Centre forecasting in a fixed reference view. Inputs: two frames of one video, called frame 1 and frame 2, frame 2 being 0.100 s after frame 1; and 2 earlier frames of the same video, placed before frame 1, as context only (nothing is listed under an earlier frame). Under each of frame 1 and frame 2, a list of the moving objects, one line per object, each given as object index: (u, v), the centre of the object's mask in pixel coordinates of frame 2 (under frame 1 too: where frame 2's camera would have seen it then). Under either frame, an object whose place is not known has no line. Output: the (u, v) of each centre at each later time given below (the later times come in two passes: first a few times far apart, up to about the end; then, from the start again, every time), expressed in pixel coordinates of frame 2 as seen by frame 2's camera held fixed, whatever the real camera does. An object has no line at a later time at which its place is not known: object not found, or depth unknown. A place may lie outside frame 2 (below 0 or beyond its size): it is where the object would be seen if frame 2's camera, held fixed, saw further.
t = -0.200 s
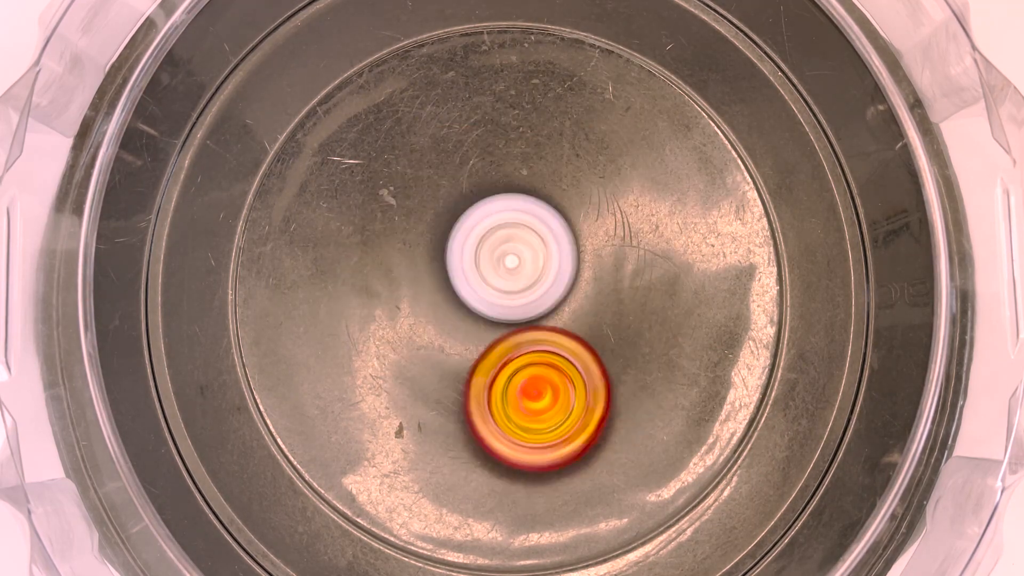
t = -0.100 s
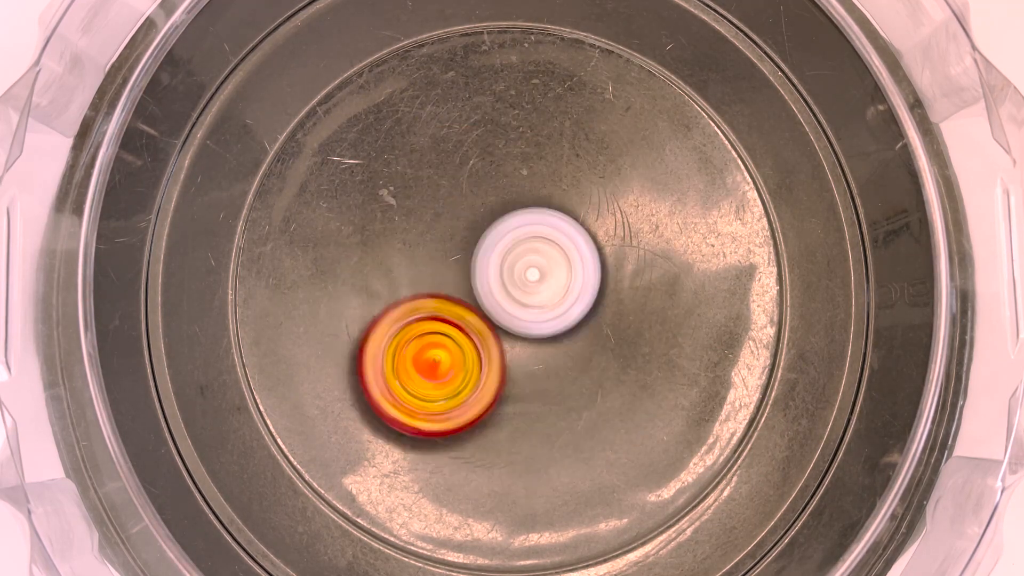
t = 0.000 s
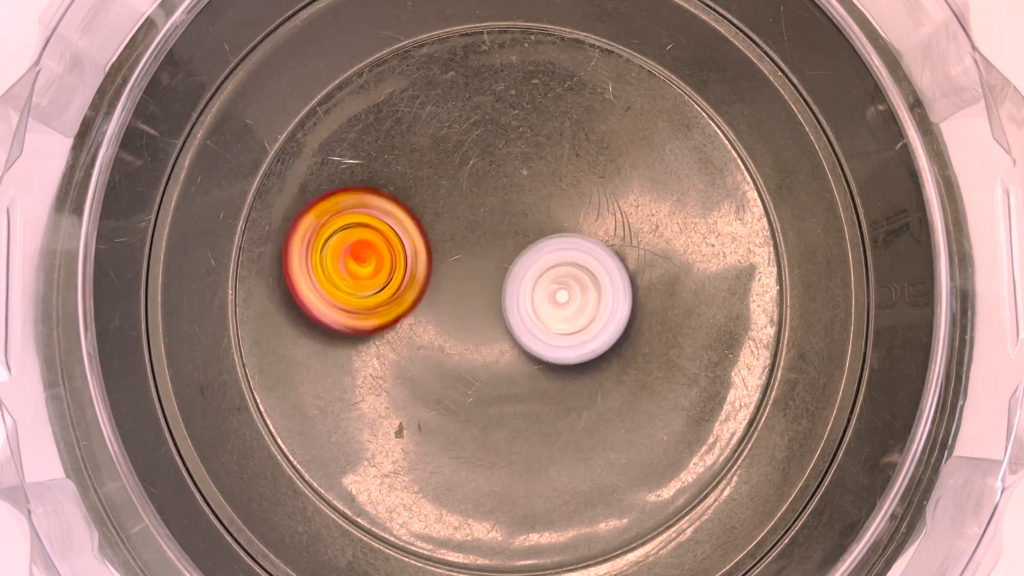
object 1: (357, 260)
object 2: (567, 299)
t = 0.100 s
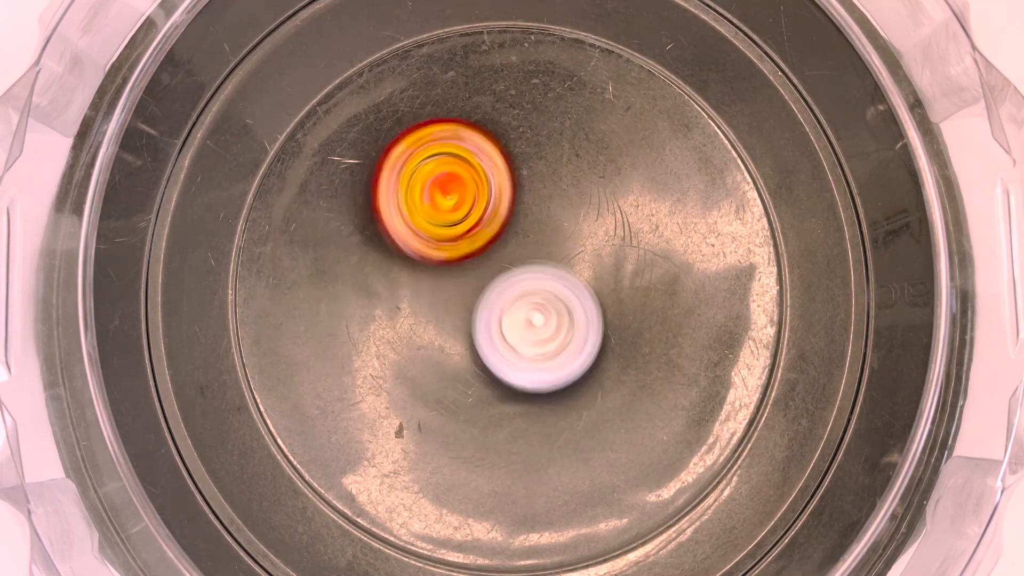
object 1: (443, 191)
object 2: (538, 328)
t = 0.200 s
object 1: (571, 185)
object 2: (515, 314)
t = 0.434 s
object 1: (495, 400)
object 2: (524, 252)
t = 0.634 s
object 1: (454, 184)
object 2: (514, 316)
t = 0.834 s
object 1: (631, 255)
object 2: (481, 293)
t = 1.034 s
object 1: (614, 324)
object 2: (485, 279)
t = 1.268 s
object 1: (551, 390)
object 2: (500, 264)
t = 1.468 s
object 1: (473, 400)
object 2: (525, 266)
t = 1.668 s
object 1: (418, 351)
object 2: (545, 280)
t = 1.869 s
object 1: (409, 268)
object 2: (555, 297)
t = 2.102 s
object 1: (455, 200)
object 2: (540, 314)
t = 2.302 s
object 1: (536, 186)
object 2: (500, 341)
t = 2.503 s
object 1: (604, 226)
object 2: (464, 341)
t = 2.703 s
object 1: (615, 298)
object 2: (459, 322)
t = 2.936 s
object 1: (598, 400)
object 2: (411, 231)
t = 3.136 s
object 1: (534, 413)
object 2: (431, 173)
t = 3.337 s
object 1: (463, 347)
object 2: (498, 179)
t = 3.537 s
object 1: (413, 250)
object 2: (575, 219)
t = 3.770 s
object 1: (414, 207)
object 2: (624, 294)
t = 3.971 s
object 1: (489, 233)
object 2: (605, 356)
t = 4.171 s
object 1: (616, 217)
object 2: (533, 412)
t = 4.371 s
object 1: (609, 192)
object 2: (441, 401)
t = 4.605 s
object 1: (536, 234)
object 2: (386, 306)
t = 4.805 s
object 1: (610, 350)
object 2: (315, 213)
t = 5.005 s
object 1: (570, 295)
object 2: (327, 153)
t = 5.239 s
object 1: (514, 316)
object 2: (449, 178)
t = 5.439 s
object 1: (511, 327)
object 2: (600, 231)
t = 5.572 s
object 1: (516, 323)
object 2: (661, 290)
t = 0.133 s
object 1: (478, 169)
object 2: (534, 337)
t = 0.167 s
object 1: (527, 167)
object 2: (524, 328)
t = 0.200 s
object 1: (571, 185)
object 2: (515, 314)
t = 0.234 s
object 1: (614, 210)
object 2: (507, 299)
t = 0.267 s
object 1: (634, 247)
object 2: (504, 283)
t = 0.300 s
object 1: (646, 293)
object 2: (498, 268)
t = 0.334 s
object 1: (638, 334)
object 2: (502, 259)
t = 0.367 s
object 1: (602, 359)
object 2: (510, 255)
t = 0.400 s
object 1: (551, 390)
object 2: (516, 248)
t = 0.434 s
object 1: (495, 400)
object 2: (524, 252)
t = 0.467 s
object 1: (443, 388)
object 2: (530, 259)
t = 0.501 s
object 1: (410, 359)
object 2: (534, 270)
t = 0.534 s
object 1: (396, 301)
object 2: (533, 285)
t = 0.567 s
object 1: (398, 252)
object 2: (532, 300)
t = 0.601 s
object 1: (414, 208)
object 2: (526, 312)
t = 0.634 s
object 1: (454, 184)
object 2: (514, 316)
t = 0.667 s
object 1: (510, 181)
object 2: (501, 317)
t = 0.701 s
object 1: (565, 186)
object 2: (490, 313)
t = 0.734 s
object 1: (608, 214)
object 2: (483, 304)
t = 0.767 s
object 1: (622, 233)
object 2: (481, 299)
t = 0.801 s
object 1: (625, 243)
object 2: (481, 296)
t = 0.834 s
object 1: (631, 255)
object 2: (481, 293)
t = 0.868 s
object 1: (631, 266)
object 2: (481, 291)
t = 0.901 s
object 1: (632, 280)
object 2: (481, 288)
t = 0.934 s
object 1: (629, 291)
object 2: (482, 286)
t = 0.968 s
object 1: (626, 304)
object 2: (483, 283)
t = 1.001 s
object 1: (620, 313)
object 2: (484, 281)
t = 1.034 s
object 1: (614, 324)
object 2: (485, 279)
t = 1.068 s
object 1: (608, 337)
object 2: (485, 275)
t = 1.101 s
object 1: (602, 350)
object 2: (486, 272)
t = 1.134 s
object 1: (594, 358)
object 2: (489, 270)
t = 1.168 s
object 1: (585, 369)
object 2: (491, 269)
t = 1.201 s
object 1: (574, 375)
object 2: (494, 267)
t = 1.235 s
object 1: (563, 386)
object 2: (496, 266)
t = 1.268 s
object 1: (551, 390)
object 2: (500, 264)
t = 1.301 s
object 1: (538, 398)
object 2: (505, 263)
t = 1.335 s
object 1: (525, 401)
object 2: (509, 262)
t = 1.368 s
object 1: (512, 404)
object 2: (512, 262)
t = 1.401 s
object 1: (498, 403)
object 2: (516, 263)
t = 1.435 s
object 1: (485, 404)
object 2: (520, 265)
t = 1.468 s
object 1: (473, 400)
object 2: (525, 266)
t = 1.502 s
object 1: (461, 398)
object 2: (529, 268)
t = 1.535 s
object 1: (449, 390)
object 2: (534, 270)
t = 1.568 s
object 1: (440, 384)
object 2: (537, 273)
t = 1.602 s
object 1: (431, 373)
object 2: (540, 276)
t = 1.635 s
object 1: (425, 364)
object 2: (543, 278)
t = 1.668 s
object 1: (418, 351)
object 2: (545, 280)
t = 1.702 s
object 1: (415, 341)
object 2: (546, 282)
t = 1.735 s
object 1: (411, 327)
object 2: (547, 285)
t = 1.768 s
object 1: (412, 315)
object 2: (547, 287)
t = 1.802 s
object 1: (410, 300)
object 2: (547, 290)
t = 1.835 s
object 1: (414, 286)
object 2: (549, 293)
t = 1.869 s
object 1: (409, 268)
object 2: (555, 297)
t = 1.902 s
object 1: (412, 254)
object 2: (556, 301)
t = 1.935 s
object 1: (414, 243)
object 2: (555, 303)
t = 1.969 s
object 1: (420, 231)
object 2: (552, 304)
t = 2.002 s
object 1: (426, 223)
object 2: (550, 307)
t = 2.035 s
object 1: (435, 213)
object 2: (547, 309)
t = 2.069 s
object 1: (444, 207)
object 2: (544, 311)
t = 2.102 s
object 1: (455, 200)
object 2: (540, 314)
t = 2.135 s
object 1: (467, 197)
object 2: (536, 317)
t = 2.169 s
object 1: (480, 192)
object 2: (532, 320)
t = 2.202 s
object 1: (495, 191)
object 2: (526, 322)
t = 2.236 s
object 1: (509, 185)
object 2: (517, 331)
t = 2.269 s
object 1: (525, 185)
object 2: (508, 337)
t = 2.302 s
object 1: (536, 186)
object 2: (500, 341)
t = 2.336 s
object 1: (551, 189)
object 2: (491, 344)
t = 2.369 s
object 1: (562, 194)
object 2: (483, 346)
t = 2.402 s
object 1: (575, 199)
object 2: (477, 346)
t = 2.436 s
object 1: (586, 209)
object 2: (471, 345)
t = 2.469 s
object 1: (595, 215)
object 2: (467, 344)
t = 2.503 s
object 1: (604, 226)
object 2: (464, 341)
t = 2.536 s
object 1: (609, 236)
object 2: (461, 338)
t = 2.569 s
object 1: (615, 248)
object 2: (460, 335)
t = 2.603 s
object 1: (617, 261)
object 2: (459, 332)
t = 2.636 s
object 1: (619, 274)
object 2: (458, 329)
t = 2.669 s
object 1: (617, 288)
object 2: (459, 325)
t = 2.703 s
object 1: (615, 298)
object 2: (459, 322)
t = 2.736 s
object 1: (609, 312)
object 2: (460, 318)
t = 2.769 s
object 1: (601, 321)
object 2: (461, 313)
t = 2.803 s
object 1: (593, 334)
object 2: (462, 307)
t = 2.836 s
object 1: (599, 356)
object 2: (443, 287)
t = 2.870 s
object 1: (608, 377)
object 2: (426, 264)
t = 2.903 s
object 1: (606, 392)
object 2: (413, 246)
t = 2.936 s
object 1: (598, 400)
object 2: (411, 231)
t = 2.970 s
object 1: (592, 409)
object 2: (409, 218)
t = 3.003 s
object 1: (581, 415)
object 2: (411, 207)
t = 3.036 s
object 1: (571, 416)
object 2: (412, 197)
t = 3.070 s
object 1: (558, 419)
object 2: (418, 188)
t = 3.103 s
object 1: (544, 417)
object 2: (424, 181)
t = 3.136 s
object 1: (534, 413)
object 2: (431, 173)
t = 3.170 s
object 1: (518, 407)
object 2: (440, 172)
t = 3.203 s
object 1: (505, 398)
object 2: (450, 169)
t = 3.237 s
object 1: (494, 389)
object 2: (462, 170)
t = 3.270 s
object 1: (482, 377)
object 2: (471, 171)
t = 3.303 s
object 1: (473, 362)
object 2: (485, 176)
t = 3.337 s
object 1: (463, 347)
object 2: (498, 179)
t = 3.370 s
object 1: (453, 330)
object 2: (513, 184)
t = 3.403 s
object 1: (446, 312)
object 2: (525, 189)
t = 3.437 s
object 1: (436, 295)
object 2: (540, 195)
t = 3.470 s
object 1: (426, 276)
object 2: (552, 203)
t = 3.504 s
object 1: (420, 263)
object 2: (565, 209)
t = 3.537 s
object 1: (413, 250)
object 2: (575, 219)
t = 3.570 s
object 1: (407, 240)
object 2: (587, 228)
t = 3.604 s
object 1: (404, 234)
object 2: (596, 238)
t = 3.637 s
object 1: (401, 227)
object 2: (604, 247)
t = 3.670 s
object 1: (401, 220)
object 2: (610, 259)
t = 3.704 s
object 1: (405, 216)
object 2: (616, 270)
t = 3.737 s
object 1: (408, 212)
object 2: (621, 283)
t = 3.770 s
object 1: (414, 207)
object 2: (624, 294)
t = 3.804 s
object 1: (425, 206)
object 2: (625, 306)
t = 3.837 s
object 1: (433, 209)
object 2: (624, 317)
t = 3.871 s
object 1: (445, 211)
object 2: (623, 327)
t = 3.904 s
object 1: (458, 217)
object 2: (617, 338)
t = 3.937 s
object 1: (472, 226)
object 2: (611, 347)
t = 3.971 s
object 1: (489, 233)
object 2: (605, 356)
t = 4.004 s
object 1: (509, 243)
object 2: (593, 362)
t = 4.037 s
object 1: (533, 251)
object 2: (583, 372)
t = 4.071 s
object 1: (558, 246)
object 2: (571, 388)
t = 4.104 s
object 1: (582, 239)
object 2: (561, 397)
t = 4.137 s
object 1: (602, 228)
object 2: (548, 406)
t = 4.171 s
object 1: (616, 217)
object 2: (533, 412)
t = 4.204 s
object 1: (620, 206)
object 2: (520, 414)
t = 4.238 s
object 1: (621, 196)
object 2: (503, 416)
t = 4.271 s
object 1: (621, 191)
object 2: (486, 416)
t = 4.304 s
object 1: (621, 189)
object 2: (471, 412)
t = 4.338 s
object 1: (617, 190)
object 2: (456, 407)
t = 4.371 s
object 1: (609, 192)
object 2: (441, 401)
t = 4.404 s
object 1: (596, 192)
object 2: (428, 391)
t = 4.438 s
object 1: (586, 188)
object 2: (416, 380)
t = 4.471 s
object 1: (581, 189)
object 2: (404, 368)
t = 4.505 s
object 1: (575, 196)
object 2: (397, 352)
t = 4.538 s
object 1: (563, 205)
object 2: (391, 338)
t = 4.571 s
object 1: (551, 215)
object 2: (386, 323)
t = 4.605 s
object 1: (536, 234)
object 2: (386, 306)
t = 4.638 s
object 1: (524, 258)
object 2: (389, 290)
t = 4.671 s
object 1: (528, 286)
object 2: (377, 274)
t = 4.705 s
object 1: (549, 316)
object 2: (357, 257)
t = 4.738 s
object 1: (572, 338)
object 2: (339, 242)
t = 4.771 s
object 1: (595, 349)
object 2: (325, 227)
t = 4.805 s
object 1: (610, 350)
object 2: (315, 213)
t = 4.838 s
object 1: (617, 343)
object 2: (308, 199)
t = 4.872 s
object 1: (617, 334)
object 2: (305, 187)
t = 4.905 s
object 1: (615, 322)
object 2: (307, 175)
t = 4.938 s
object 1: (607, 309)
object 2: (311, 165)
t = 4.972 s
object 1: (590, 298)
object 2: (318, 158)
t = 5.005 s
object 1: (570, 295)
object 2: (327, 153)
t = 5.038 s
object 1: (549, 298)
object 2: (339, 150)
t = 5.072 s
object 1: (532, 307)
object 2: (353, 149)
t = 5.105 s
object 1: (524, 315)
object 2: (370, 151)
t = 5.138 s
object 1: (520, 319)
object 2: (388, 156)
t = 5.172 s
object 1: (518, 320)
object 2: (406, 162)
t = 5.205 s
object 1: (516, 318)
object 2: (427, 169)
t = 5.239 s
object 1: (514, 316)
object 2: (449, 178)
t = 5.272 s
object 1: (511, 313)
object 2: (473, 186)
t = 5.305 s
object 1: (511, 314)
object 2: (497, 192)
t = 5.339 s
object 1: (512, 321)
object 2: (526, 201)
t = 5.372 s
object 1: (512, 328)
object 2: (555, 207)
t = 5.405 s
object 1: (511, 328)
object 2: (580, 219)
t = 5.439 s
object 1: (511, 327)
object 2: (600, 231)
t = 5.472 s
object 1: (512, 327)
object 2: (619, 243)
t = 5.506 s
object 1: (513, 326)
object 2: (636, 257)
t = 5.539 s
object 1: (514, 325)
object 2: (651, 274)
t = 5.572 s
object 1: (516, 323)
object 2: (661, 290)
